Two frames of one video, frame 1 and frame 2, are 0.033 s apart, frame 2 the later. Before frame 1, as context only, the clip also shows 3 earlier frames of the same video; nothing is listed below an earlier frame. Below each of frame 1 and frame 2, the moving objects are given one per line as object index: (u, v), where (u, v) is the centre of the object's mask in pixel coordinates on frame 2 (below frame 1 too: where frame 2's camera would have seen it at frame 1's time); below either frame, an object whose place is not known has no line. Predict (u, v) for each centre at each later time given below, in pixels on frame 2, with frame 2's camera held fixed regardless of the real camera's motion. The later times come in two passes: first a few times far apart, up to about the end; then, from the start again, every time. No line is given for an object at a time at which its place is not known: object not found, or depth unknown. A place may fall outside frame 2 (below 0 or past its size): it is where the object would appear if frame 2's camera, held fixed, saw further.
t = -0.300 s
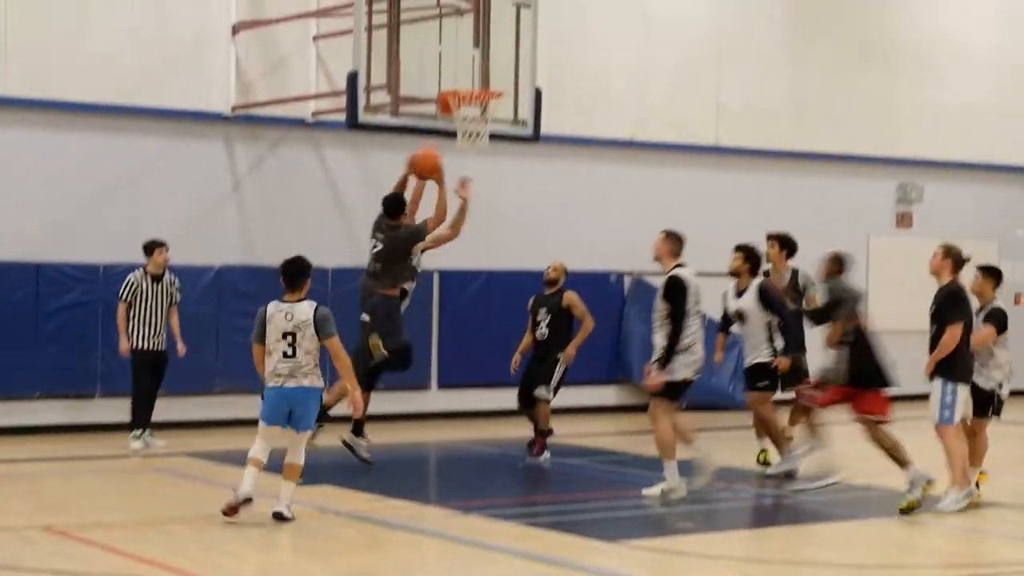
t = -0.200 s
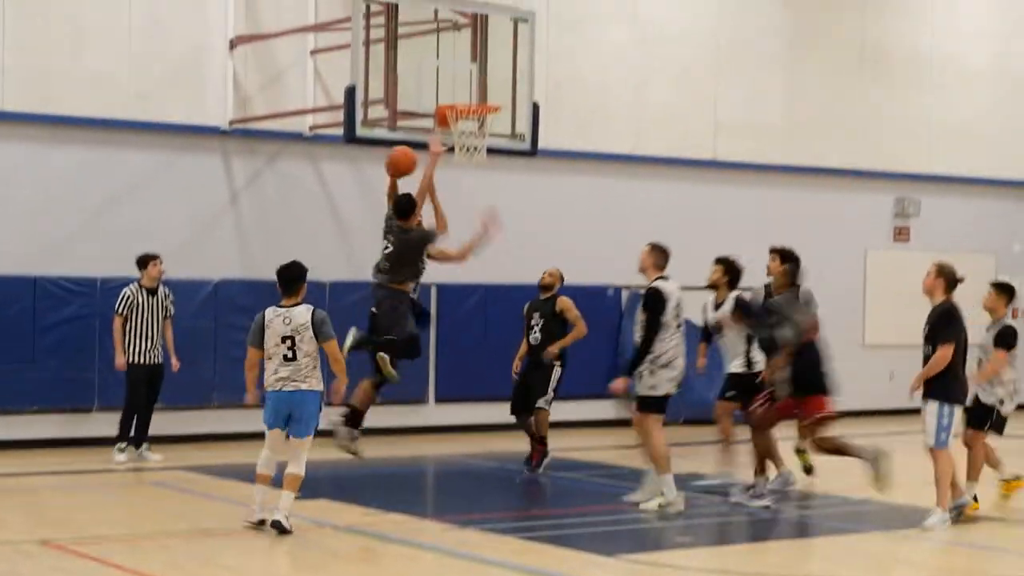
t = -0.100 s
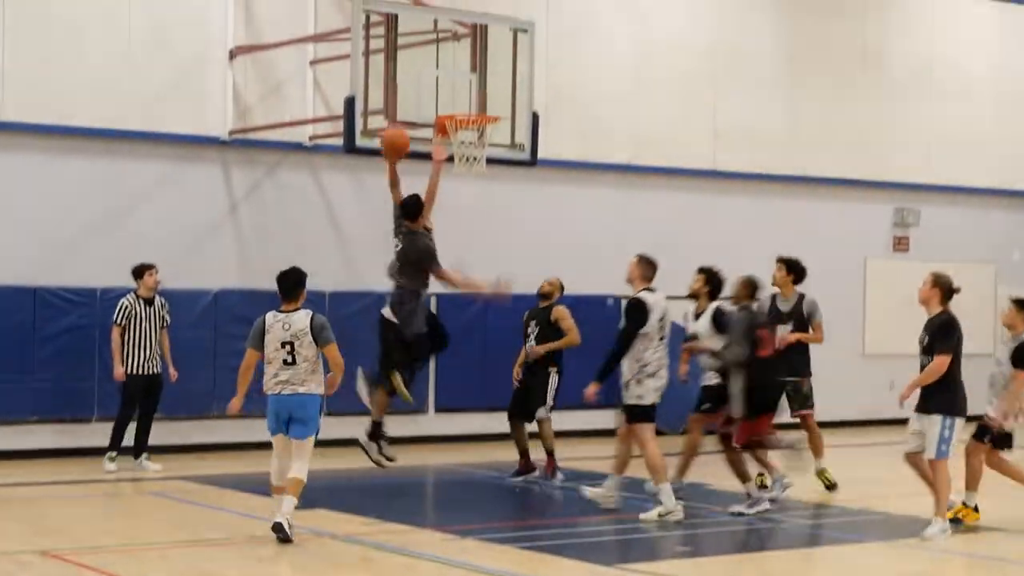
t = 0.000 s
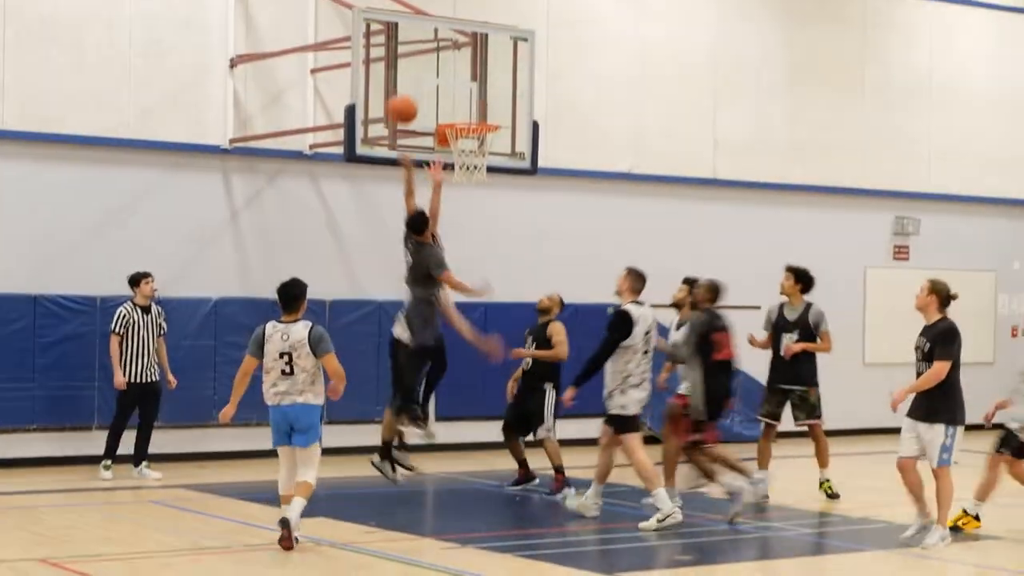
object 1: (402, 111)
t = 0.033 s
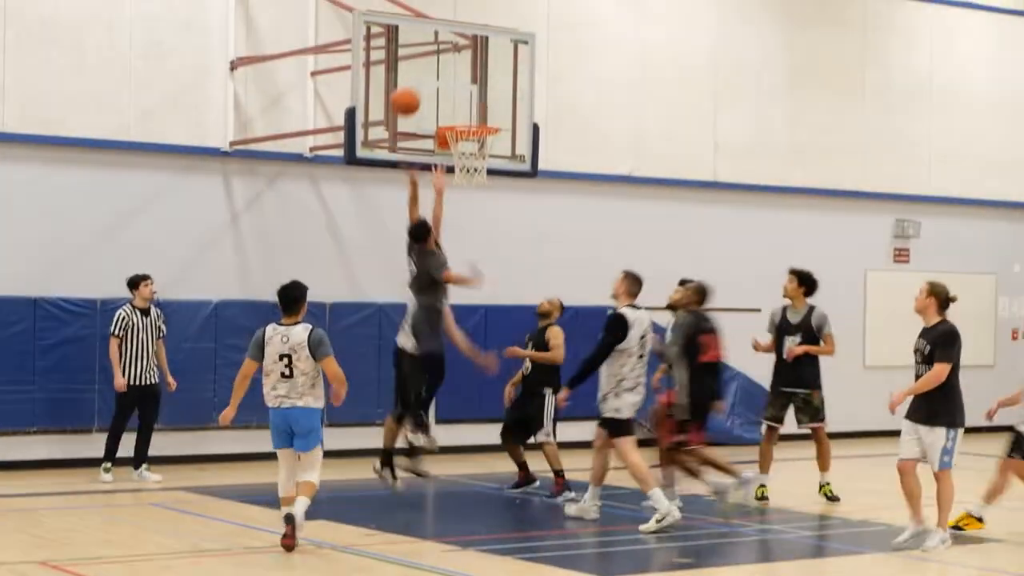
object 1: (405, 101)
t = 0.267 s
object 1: (421, 66)
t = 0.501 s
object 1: (459, 83)
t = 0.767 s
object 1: (482, 108)
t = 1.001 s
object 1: (479, 143)
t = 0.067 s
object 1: (407, 92)
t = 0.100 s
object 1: (410, 84)
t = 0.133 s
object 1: (413, 78)
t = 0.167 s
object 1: (415, 73)
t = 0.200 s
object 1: (417, 69)
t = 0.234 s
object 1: (419, 67)
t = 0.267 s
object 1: (421, 66)
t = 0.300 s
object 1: (423, 66)
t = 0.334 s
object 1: (426, 67)
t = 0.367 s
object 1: (430, 69)
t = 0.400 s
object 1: (437, 70)
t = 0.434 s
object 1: (444, 74)
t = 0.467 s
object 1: (451, 78)
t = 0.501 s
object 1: (459, 83)
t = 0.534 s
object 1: (467, 90)
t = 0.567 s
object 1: (474, 98)
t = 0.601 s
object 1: (482, 110)
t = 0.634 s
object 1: (485, 113)
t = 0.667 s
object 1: (484, 110)
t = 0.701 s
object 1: (483, 108)
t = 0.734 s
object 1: (483, 107)
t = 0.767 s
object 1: (482, 108)
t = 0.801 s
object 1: (482, 109)
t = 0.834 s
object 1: (480, 111)
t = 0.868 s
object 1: (480, 114)
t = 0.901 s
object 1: (479, 120)
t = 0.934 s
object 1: (479, 126)
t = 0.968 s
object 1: (479, 135)
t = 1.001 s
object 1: (479, 143)
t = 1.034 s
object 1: (476, 153)
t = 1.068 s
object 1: (474, 161)
